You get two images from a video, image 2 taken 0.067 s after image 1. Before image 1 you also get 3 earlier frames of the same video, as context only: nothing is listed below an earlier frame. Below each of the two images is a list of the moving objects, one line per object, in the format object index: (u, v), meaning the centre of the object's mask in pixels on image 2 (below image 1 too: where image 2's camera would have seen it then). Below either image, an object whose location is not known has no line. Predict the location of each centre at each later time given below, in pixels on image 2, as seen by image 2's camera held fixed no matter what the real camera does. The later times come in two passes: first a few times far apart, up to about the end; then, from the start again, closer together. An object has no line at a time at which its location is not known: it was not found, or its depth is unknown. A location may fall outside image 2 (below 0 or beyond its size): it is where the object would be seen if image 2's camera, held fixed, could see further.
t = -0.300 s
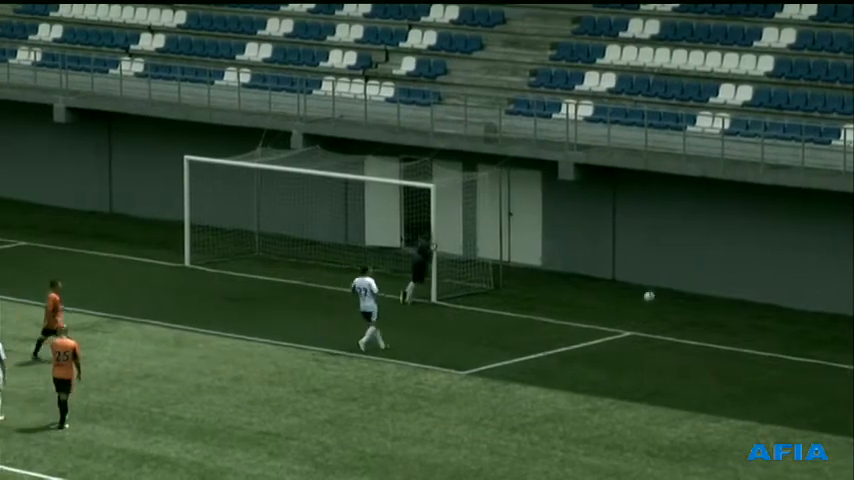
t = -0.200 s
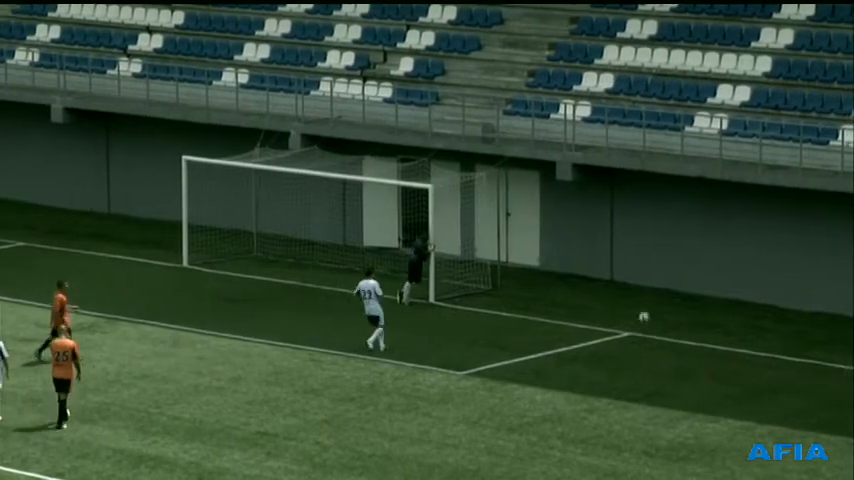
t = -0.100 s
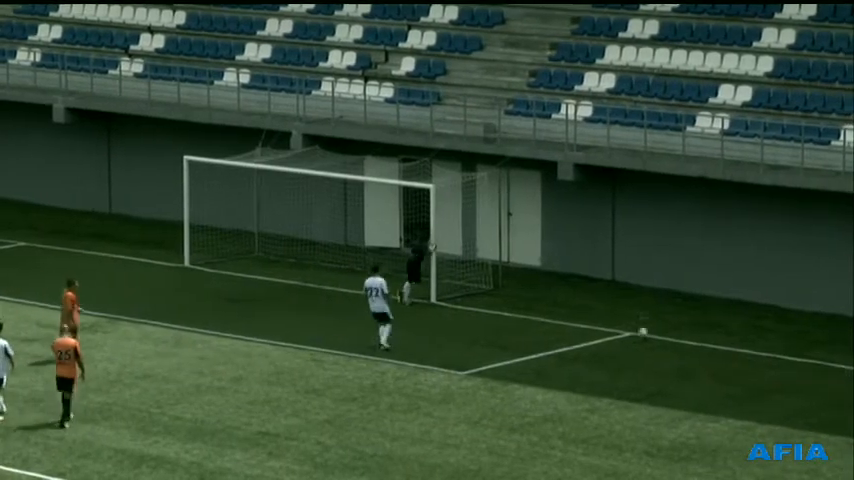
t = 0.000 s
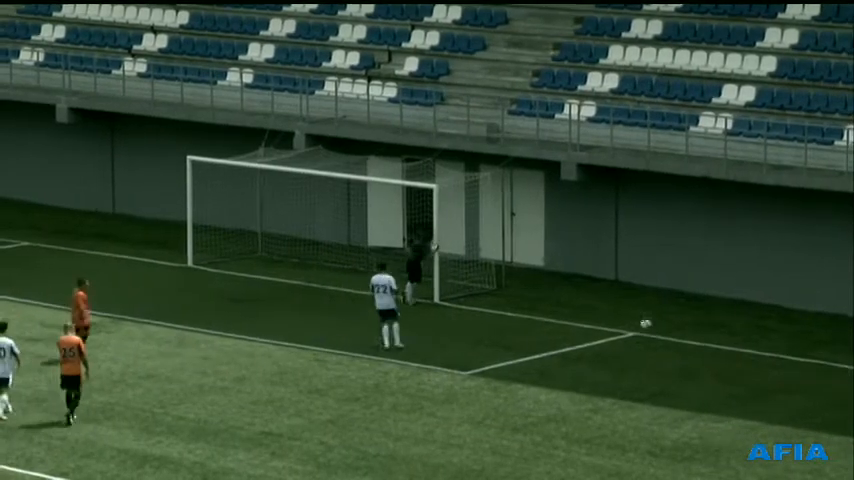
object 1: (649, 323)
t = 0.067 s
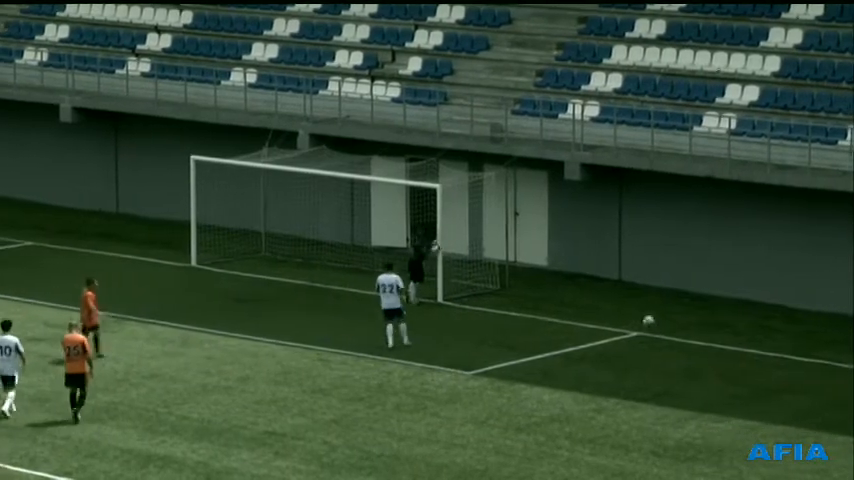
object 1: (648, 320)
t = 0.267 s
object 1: (646, 322)
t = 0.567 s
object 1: (645, 359)
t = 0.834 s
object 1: (643, 353)
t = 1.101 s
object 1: (642, 377)
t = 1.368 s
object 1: (644, 385)
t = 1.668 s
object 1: (646, 399)
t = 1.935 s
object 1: (649, 408)
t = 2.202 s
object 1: (654, 417)
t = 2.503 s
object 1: (660, 427)
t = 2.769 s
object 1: (665, 435)
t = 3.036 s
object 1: (670, 443)
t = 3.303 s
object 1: (676, 449)
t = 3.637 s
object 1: (682, 455)
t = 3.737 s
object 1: (682, 461)
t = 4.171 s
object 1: (690, 468)
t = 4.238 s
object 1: (691, 469)
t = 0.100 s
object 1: (647, 319)
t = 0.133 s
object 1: (647, 319)
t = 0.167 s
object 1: (647, 318)
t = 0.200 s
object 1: (647, 319)
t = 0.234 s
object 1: (647, 320)
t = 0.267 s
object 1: (646, 322)
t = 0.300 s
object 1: (646, 325)
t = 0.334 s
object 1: (646, 327)
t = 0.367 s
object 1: (646, 330)
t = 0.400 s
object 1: (645, 335)
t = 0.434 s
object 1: (646, 339)
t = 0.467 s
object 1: (645, 345)
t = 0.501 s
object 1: (646, 351)
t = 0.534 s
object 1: (645, 357)
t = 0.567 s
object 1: (645, 359)
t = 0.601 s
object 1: (644, 357)
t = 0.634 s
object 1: (644, 355)
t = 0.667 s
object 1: (644, 352)
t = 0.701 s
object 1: (644, 352)
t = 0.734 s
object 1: (643, 351)
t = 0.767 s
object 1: (643, 351)
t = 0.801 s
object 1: (643, 352)
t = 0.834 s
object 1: (643, 353)
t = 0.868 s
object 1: (643, 355)
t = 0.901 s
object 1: (642, 358)
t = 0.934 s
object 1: (643, 360)
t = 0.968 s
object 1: (642, 363)
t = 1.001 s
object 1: (642, 368)
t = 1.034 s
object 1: (642, 372)
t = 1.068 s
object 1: (642, 377)
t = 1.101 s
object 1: (642, 377)
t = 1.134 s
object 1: (642, 376)
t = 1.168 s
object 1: (642, 375)
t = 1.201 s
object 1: (643, 376)
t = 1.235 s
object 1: (643, 377)
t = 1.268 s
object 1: (644, 377)
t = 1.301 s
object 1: (643, 379)
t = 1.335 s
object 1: (644, 383)
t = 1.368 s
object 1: (644, 385)
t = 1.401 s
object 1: (645, 389)
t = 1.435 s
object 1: (645, 390)
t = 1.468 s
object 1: (645, 390)
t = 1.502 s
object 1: (645, 390)
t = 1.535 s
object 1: (645, 391)
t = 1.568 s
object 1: (645, 393)
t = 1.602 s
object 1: (646, 394)
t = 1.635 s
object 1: (646, 397)
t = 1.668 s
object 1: (646, 399)
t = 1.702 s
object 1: (646, 400)
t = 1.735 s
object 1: (647, 400)
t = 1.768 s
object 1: (647, 402)
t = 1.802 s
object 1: (648, 403)
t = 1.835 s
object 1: (648, 405)
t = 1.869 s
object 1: (649, 406)
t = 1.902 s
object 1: (649, 408)
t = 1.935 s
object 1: (649, 408)
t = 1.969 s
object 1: (650, 409)
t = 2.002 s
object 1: (651, 410)
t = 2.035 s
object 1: (651, 412)
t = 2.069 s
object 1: (652, 412)
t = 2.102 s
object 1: (652, 415)
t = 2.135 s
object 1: (654, 415)
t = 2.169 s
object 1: (654, 416)
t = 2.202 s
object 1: (654, 417)
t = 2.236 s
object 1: (655, 418)
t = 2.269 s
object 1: (656, 420)
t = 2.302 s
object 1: (655, 421)
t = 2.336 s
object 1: (657, 421)
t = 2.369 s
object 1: (656, 423)
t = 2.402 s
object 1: (657, 424)
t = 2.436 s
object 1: (657, 425)
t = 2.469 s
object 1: (659, 426)
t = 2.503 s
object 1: (660, 427)
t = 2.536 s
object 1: (660, 428)
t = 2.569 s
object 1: (661, 430)
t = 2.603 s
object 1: (661, 430)
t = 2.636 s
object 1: (662, 431)
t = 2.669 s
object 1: (663, 432)
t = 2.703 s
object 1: (664, 433)
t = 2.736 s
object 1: (664, 434)
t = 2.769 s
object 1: (665, 435)
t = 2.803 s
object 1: (666, 436)
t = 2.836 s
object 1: (667, 437)
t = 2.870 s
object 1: (667, 438)
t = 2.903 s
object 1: (668, 439)
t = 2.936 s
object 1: (668, 440)
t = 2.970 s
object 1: (669, 441)
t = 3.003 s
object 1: (670, 442)
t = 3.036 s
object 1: (670, 443)
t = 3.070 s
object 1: (671, 443)
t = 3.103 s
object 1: (672, 444)
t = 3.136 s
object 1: (673, 445)
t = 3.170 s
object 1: (674, 446)
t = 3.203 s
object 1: (674, 447)
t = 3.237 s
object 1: (675, 447)
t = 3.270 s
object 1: (675, 449)
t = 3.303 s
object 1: (676, 449)
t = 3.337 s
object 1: (677, 450)
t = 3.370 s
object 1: (678, 450)
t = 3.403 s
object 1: (678, 452)
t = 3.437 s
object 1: (678, 452)
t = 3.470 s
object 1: (678, 452)
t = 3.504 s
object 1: (678, 453)
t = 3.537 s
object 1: (678, 453)
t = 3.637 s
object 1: (682, 455)
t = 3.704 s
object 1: (685, 458)
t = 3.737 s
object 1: (682, 461)
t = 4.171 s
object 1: (690, 468)
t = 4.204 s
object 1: (691, 468)
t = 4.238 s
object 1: (691, 469)
